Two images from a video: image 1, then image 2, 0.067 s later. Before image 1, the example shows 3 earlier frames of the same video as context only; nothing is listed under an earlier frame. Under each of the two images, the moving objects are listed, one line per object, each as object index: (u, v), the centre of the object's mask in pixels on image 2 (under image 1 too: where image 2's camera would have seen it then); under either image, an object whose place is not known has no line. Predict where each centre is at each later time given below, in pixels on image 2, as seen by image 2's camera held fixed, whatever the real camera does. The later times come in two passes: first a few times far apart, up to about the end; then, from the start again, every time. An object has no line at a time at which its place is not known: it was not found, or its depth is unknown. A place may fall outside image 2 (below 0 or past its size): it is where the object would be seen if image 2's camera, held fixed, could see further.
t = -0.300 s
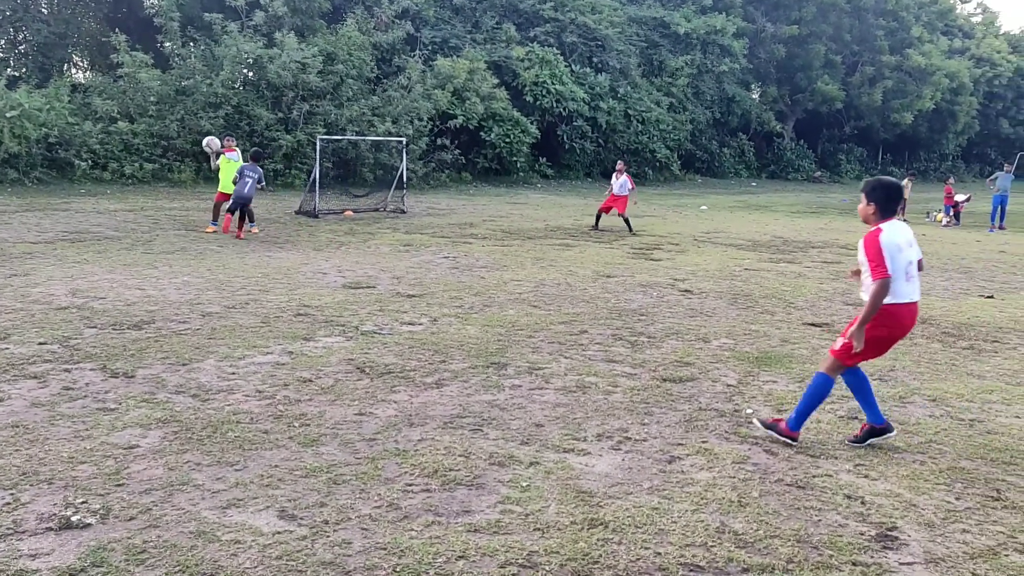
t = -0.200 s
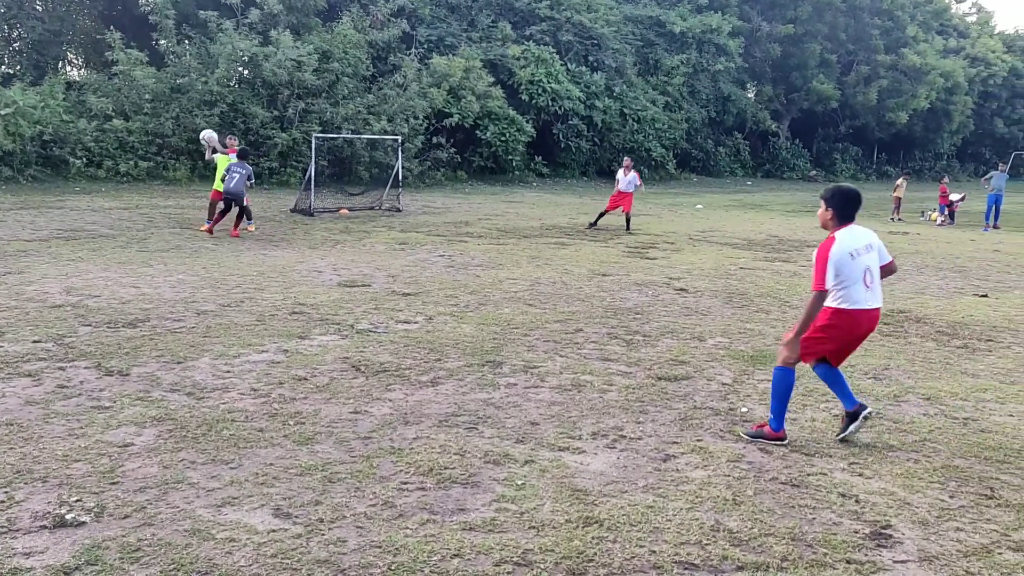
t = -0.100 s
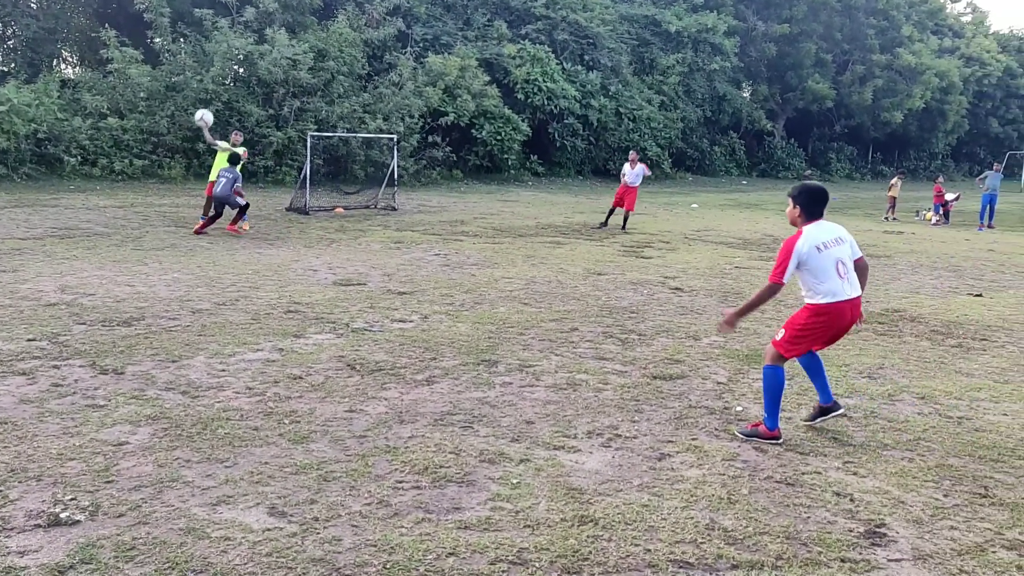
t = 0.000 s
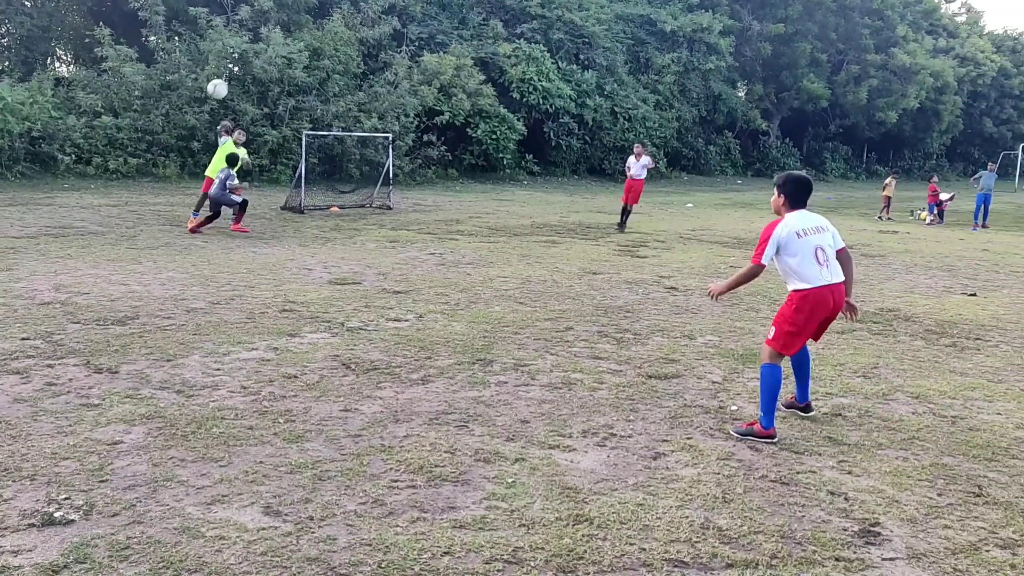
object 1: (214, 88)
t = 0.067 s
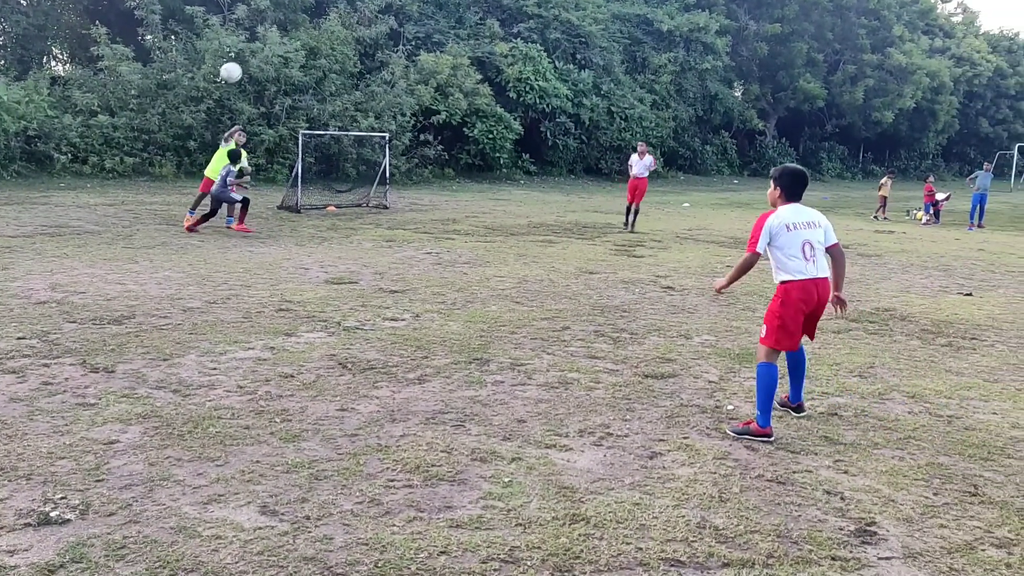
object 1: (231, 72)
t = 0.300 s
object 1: (299, 39)
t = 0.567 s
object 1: (395, 60)
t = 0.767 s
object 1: (481, 131)
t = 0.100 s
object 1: (240, 65)
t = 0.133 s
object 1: (249, 58)
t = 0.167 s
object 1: (259, 53)
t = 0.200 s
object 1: (268, 48)
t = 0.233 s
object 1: (278, 44)
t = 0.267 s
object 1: (288, 41)
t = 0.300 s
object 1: (299, 39)
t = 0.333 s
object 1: (310, 38)
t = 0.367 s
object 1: (321, 38)
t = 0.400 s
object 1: (332, 39)
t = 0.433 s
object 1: (345, 42)
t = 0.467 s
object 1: (357, 44)
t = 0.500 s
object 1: (369, 48)
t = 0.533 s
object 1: (382, 53)
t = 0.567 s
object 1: (395, 60)
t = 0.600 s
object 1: (408, 68)
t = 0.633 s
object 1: (422, 77)
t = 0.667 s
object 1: (436, 88)
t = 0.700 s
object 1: (451, 101)
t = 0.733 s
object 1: (466, 116)
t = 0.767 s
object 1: (481, 131)
